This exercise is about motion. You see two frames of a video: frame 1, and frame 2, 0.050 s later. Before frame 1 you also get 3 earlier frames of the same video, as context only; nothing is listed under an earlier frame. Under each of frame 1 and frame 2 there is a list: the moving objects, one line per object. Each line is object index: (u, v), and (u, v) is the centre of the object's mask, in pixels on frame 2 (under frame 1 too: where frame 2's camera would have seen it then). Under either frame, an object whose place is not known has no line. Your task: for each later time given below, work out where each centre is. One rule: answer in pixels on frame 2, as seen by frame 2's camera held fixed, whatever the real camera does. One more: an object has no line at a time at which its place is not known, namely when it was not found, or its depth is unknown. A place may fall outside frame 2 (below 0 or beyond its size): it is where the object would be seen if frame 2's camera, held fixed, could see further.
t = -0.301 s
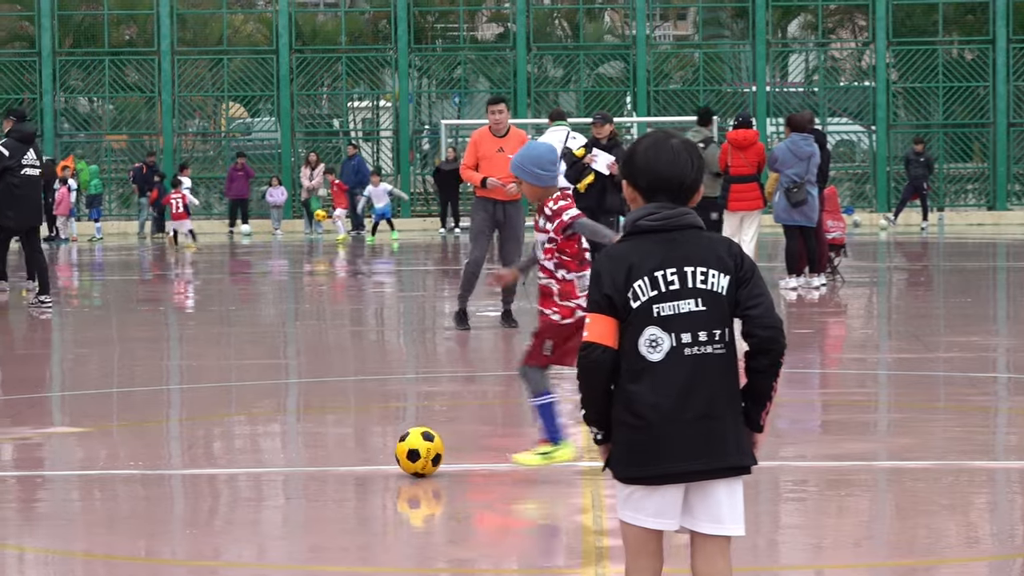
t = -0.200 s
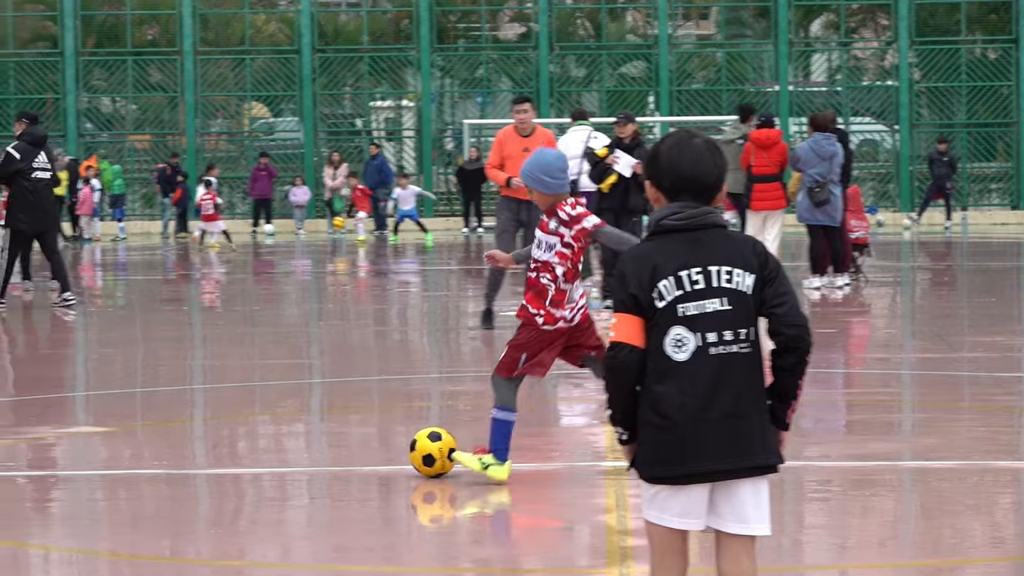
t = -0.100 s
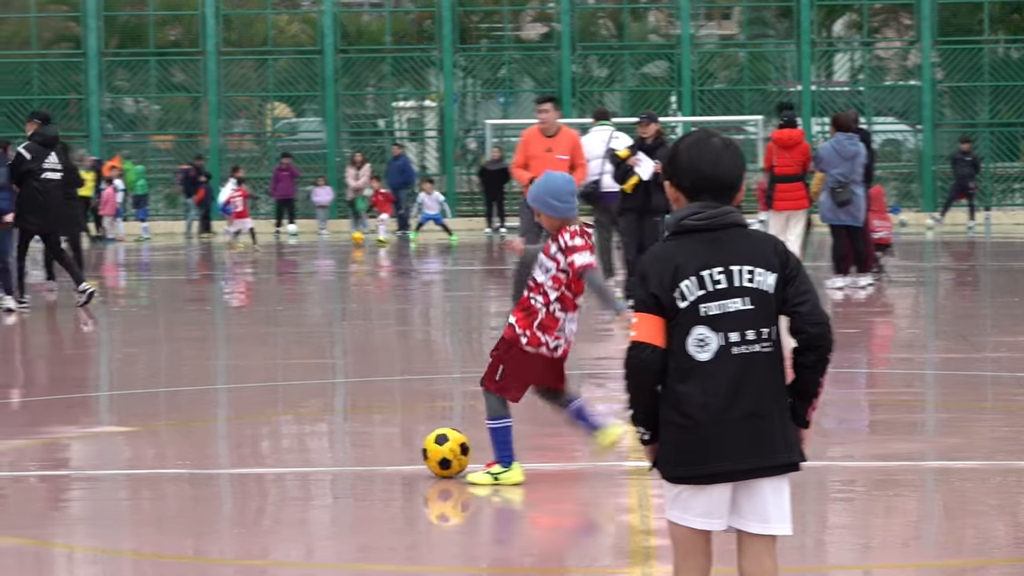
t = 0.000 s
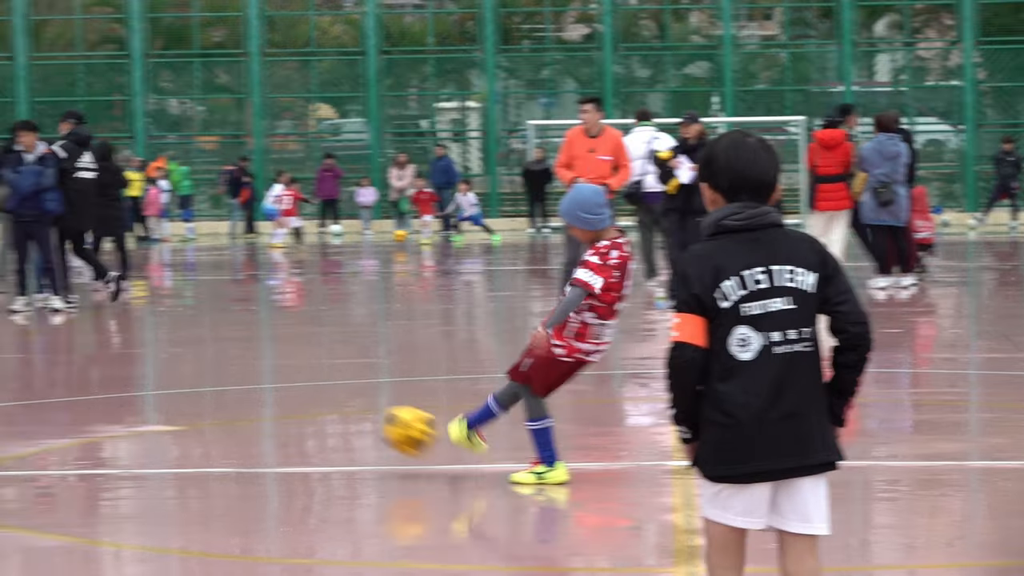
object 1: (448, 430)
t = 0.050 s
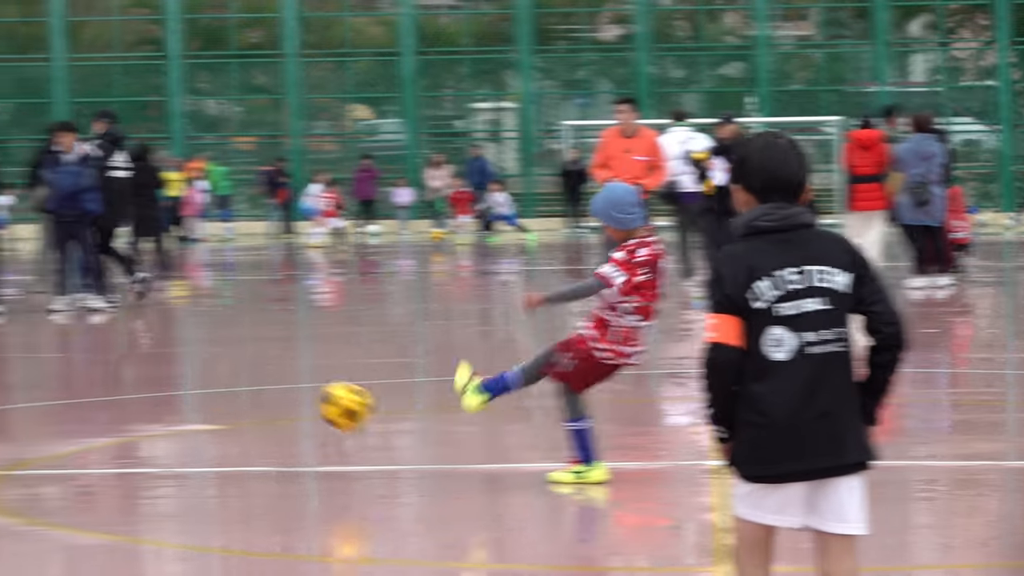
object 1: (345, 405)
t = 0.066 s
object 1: (311, 398)
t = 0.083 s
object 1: (277, 391)
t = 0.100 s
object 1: (243, 385)
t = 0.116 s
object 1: (207, 380)
